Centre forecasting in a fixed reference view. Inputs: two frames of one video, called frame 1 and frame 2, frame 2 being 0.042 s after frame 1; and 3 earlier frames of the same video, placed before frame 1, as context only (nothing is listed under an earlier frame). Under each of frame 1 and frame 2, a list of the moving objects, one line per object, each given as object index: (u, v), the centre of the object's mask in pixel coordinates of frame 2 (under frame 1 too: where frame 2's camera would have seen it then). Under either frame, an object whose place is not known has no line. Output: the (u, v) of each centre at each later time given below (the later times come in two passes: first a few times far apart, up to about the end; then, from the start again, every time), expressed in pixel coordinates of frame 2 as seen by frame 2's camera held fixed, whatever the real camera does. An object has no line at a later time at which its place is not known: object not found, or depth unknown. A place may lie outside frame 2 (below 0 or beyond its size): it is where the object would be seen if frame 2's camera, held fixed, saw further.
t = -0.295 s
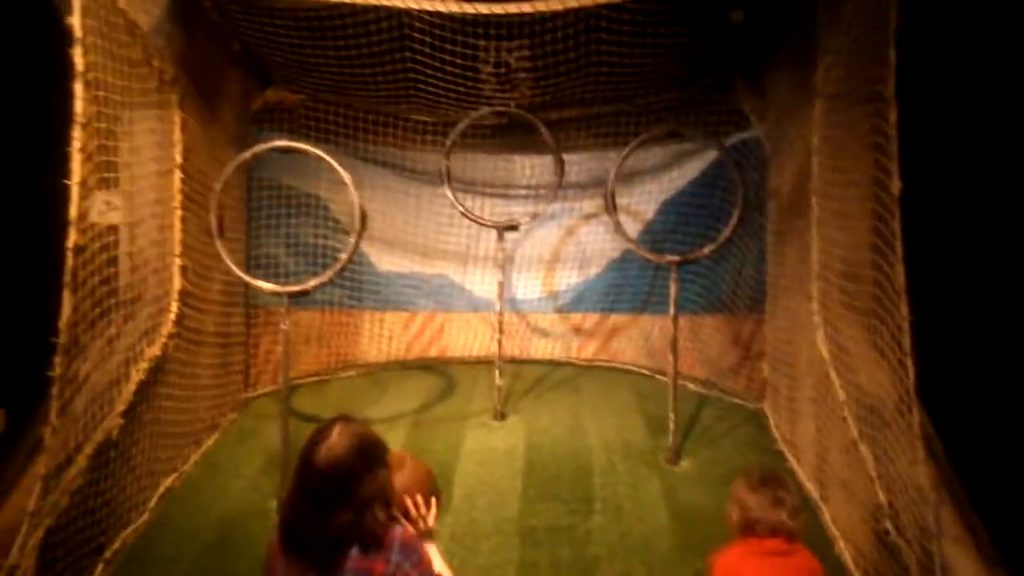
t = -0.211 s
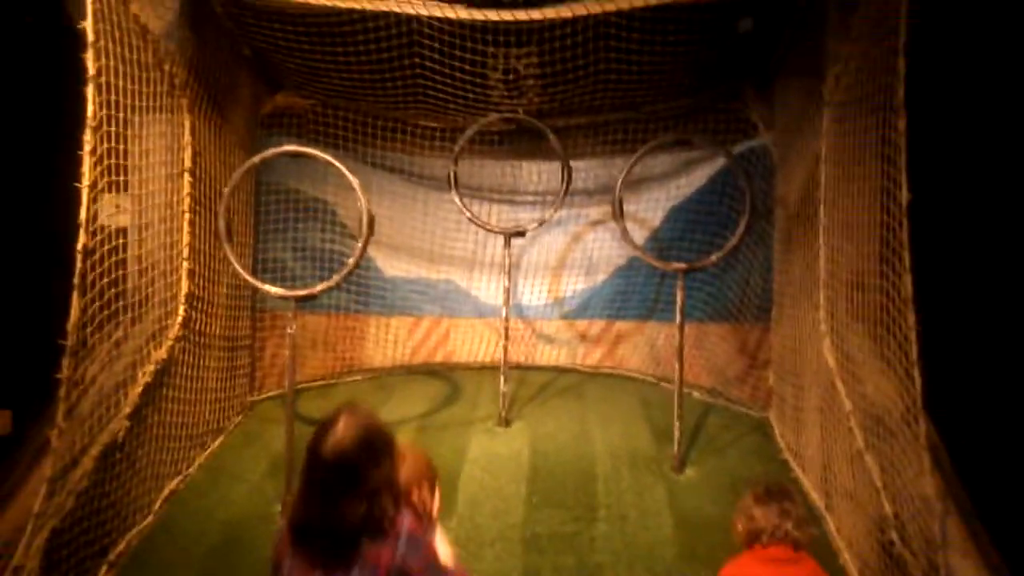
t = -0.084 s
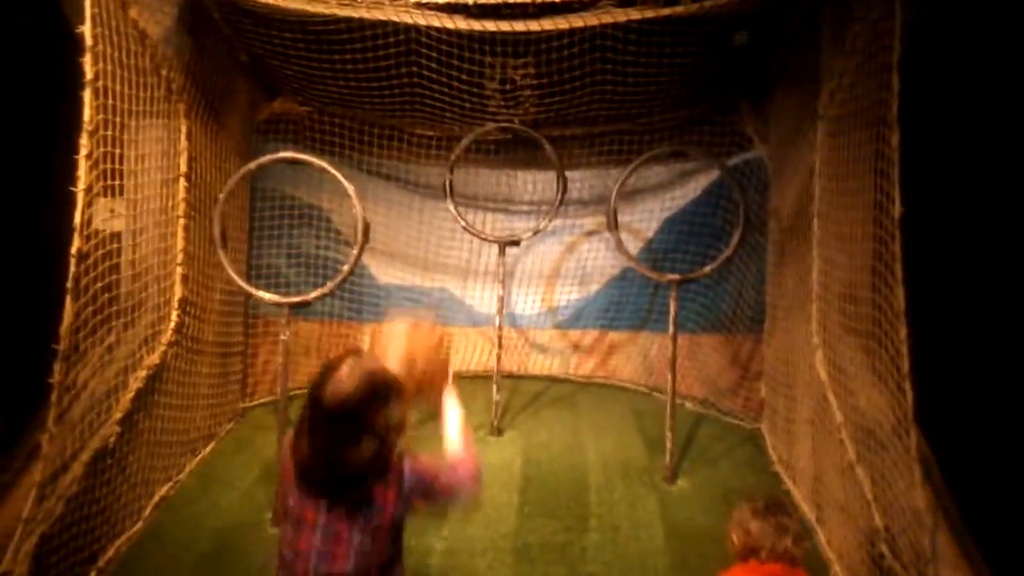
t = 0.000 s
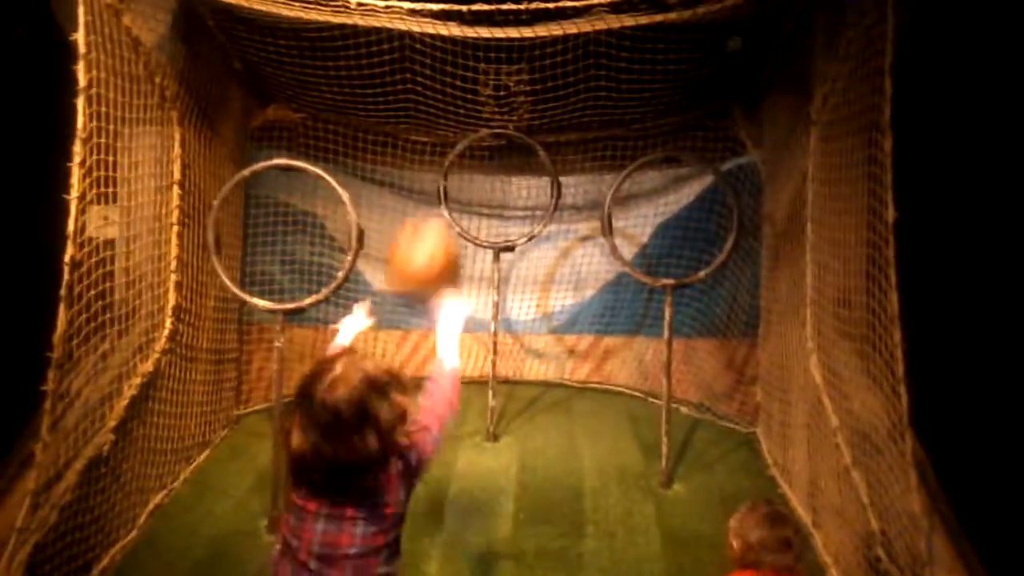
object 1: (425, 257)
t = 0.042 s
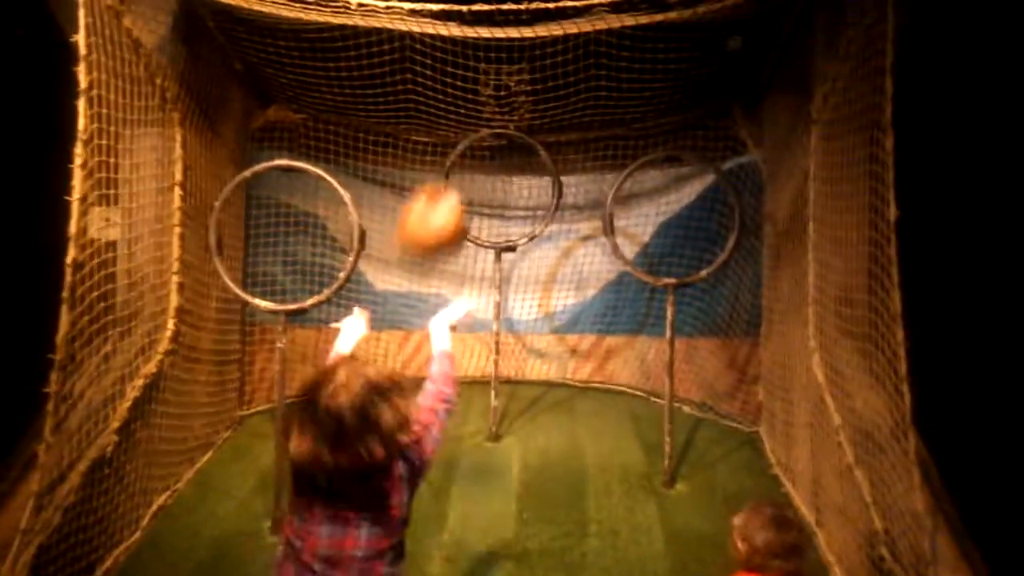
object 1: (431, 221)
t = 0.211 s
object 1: (452, 155)
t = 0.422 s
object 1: (467, 176)
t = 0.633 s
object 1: (487, 262)
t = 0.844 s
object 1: (511, 375)
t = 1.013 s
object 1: (517, 354)
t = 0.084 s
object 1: (439, 194)
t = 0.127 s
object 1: (443, 175)
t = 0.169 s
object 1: (448, 162)
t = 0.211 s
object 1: (452, 155)
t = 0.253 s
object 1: (454, 152)
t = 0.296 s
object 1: (456, 153)
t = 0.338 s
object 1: (460, 157)
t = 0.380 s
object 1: (464, 166)
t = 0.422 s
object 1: (467, 176)
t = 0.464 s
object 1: (469, 191)
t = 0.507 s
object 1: (471, 198)
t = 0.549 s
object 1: (479, 217)
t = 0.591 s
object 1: (484, 241)
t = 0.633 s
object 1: (487, 262)
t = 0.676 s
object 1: (493, 282)
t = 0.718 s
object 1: (494, 302)
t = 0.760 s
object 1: (502, 327)
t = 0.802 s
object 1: (510, 359)
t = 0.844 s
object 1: (511, 375)
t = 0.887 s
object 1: (513, 369)
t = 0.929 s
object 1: (515, 360)
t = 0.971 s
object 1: (516, 356)
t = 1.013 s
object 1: (517, 354)
